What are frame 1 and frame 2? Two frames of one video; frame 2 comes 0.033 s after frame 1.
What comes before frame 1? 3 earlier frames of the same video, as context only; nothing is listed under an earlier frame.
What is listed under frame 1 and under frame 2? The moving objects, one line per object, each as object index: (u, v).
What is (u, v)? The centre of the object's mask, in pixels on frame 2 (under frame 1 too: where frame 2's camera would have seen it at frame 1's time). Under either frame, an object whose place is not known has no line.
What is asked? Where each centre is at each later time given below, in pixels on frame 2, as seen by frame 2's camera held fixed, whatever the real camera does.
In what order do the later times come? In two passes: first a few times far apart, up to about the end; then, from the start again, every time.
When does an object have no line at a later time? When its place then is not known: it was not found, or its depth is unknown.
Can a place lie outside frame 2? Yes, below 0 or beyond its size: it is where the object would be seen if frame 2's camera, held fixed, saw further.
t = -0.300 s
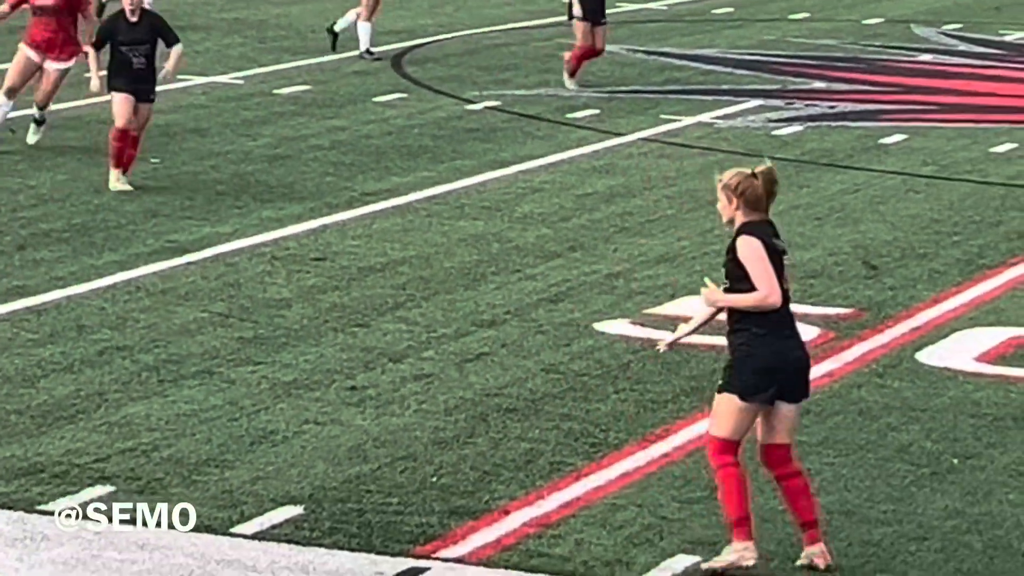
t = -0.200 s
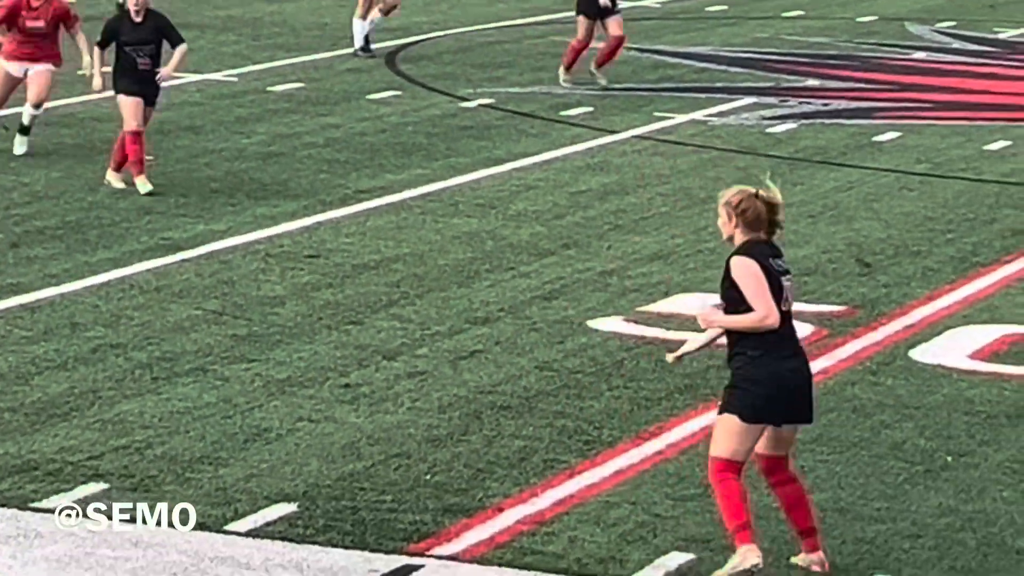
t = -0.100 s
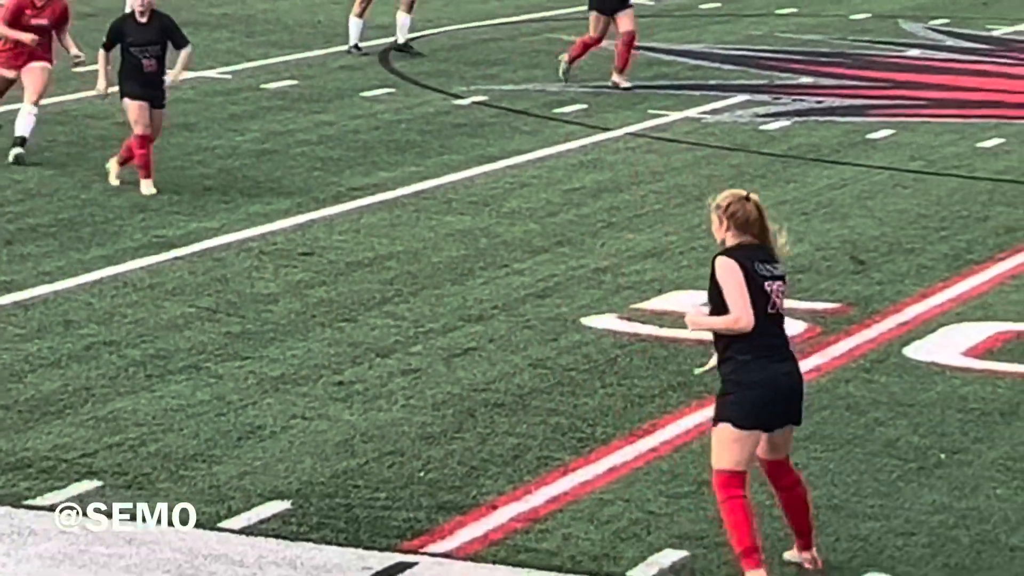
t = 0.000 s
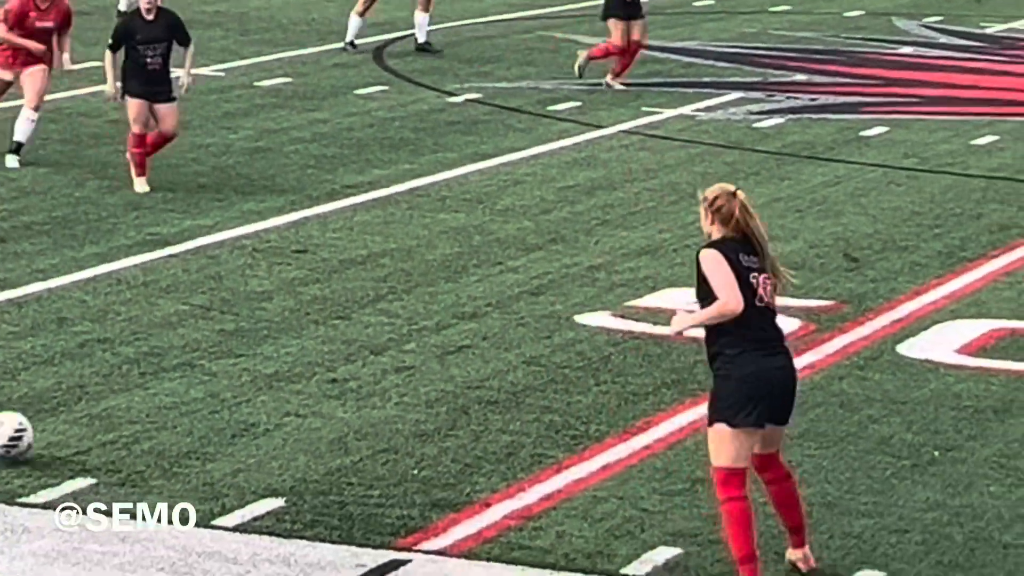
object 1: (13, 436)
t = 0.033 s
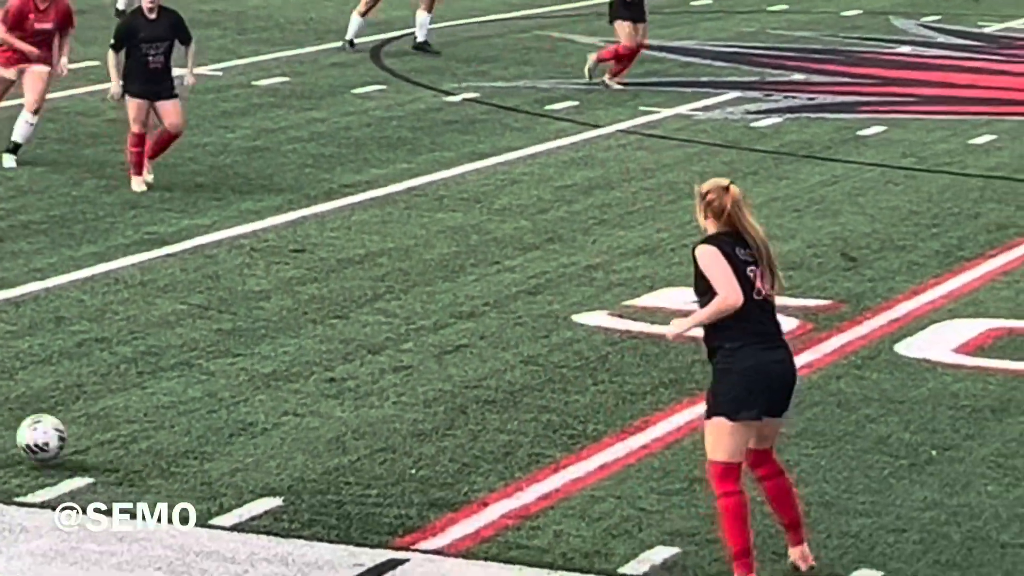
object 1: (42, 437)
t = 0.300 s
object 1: (291, 478)
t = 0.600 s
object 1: (546, 518)
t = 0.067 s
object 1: (76, 442)
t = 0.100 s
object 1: (109, 451)
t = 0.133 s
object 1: (144, 461)
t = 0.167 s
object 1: (174, 461)
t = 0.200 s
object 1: (204, 462)
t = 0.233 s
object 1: (233, 465)
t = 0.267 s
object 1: (262, 471)
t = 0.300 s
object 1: (291, 478)
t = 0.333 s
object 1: (319, 486)
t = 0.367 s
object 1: (348, 488)
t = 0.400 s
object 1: (375, 491)
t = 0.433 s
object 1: (404, 497)
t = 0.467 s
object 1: (432, 503)
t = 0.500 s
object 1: (460, 506)
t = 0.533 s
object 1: (489, 510)
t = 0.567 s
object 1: (517, 515)
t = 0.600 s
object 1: (546, 518)
